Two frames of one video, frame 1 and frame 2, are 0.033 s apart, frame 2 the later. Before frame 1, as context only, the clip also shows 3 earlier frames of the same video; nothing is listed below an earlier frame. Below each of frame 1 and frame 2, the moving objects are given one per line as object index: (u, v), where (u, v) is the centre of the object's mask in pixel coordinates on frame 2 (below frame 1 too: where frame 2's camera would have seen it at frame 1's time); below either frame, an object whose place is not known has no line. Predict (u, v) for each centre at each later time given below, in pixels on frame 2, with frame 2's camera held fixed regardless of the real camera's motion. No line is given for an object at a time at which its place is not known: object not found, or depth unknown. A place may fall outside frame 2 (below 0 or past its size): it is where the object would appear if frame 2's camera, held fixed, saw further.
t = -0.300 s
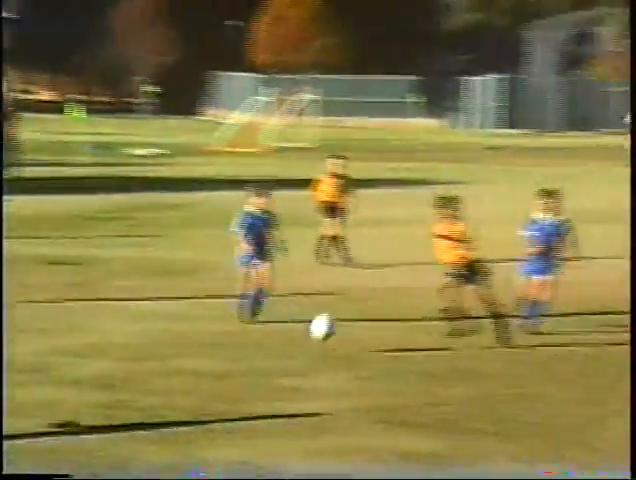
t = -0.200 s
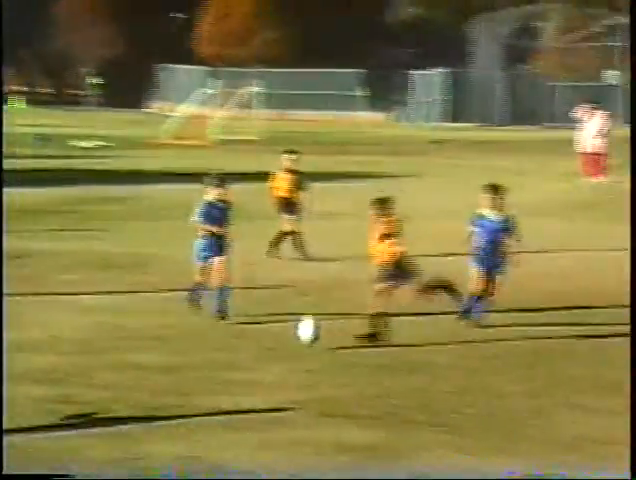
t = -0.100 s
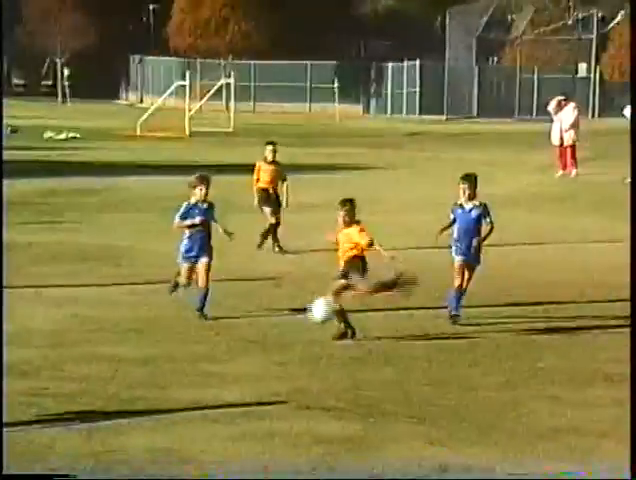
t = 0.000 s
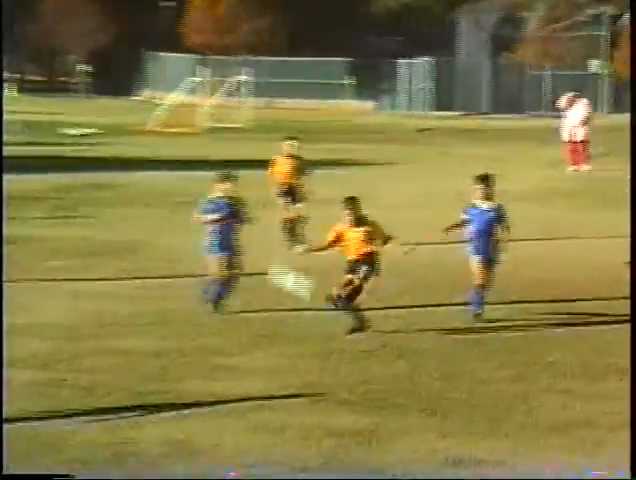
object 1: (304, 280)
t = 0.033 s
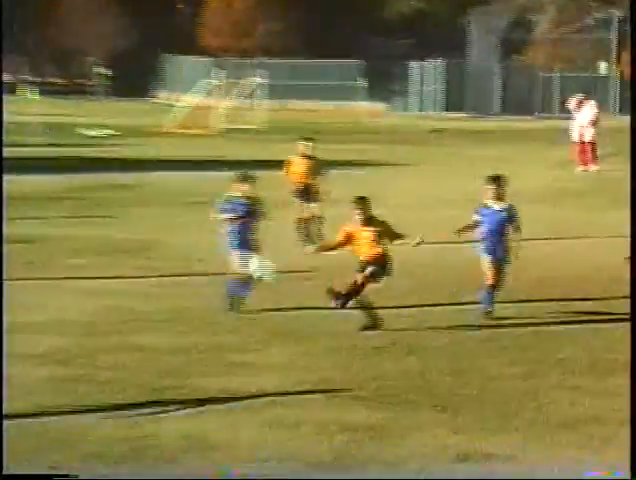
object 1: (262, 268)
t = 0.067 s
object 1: (207, 253)
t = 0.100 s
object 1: (159, 242)
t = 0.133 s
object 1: (110, 231)
